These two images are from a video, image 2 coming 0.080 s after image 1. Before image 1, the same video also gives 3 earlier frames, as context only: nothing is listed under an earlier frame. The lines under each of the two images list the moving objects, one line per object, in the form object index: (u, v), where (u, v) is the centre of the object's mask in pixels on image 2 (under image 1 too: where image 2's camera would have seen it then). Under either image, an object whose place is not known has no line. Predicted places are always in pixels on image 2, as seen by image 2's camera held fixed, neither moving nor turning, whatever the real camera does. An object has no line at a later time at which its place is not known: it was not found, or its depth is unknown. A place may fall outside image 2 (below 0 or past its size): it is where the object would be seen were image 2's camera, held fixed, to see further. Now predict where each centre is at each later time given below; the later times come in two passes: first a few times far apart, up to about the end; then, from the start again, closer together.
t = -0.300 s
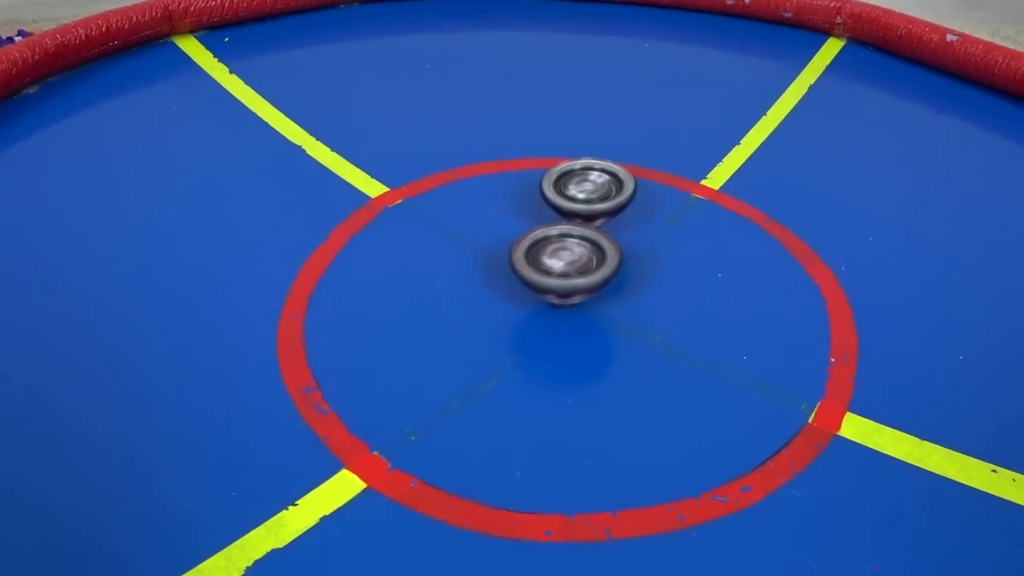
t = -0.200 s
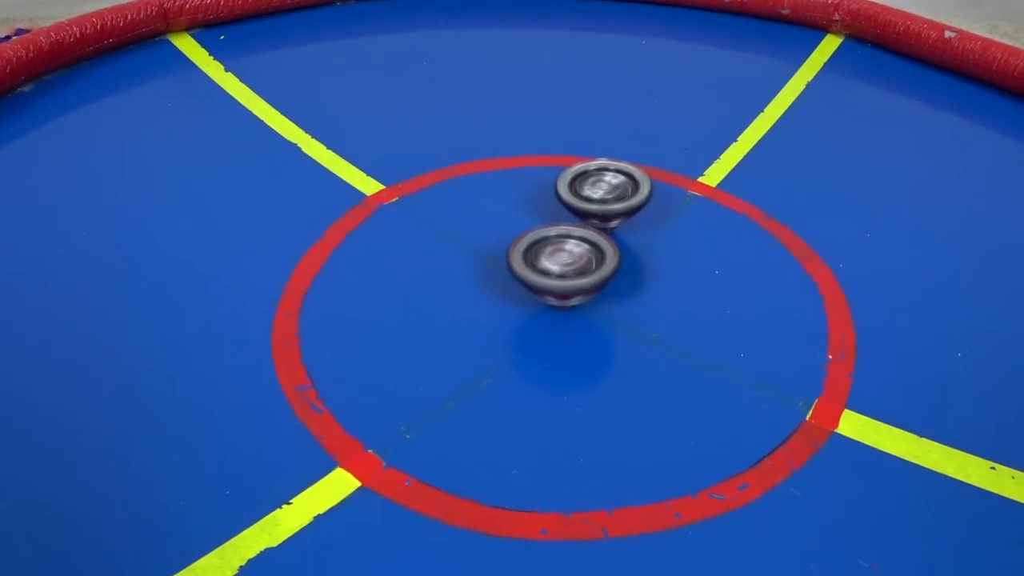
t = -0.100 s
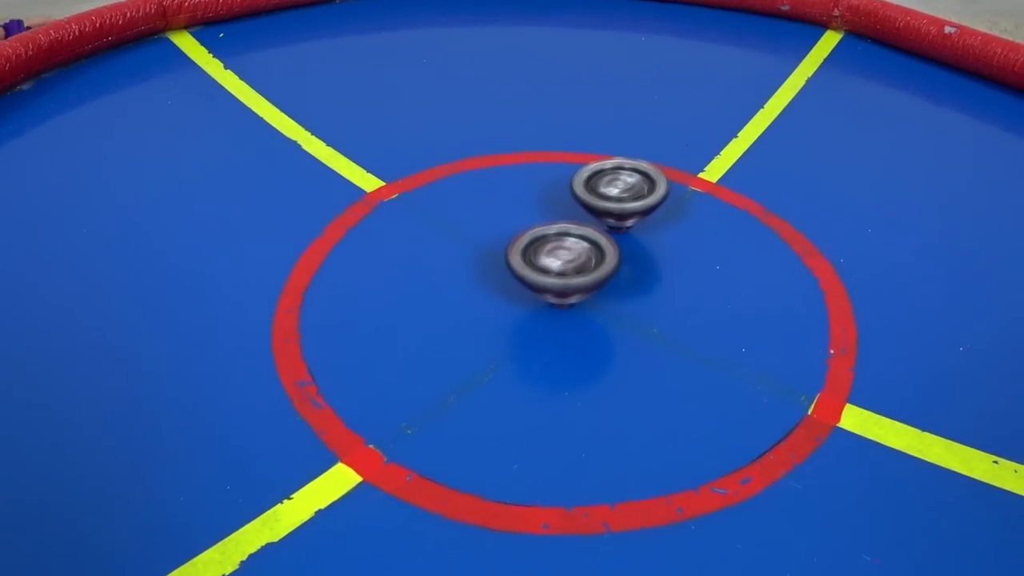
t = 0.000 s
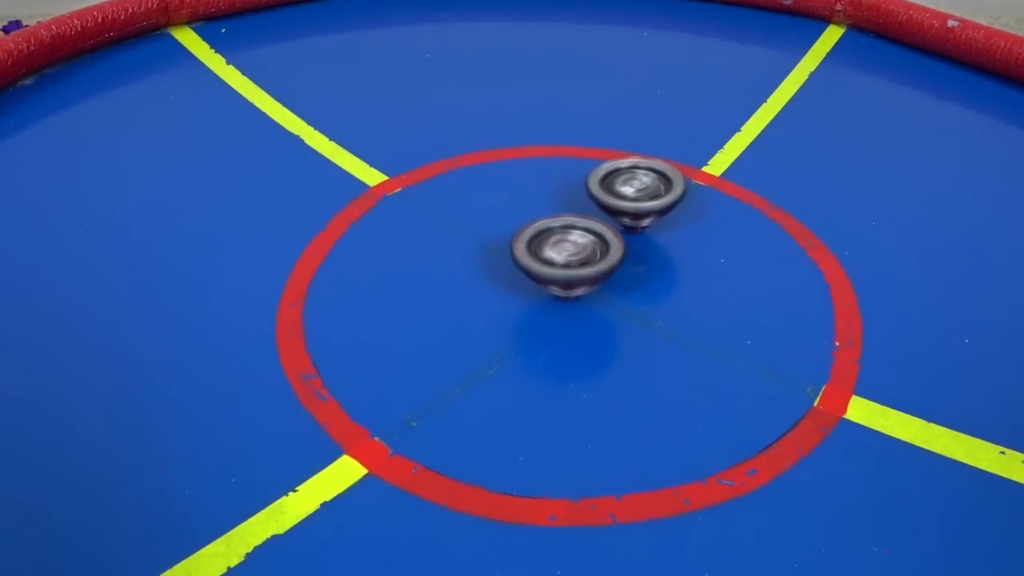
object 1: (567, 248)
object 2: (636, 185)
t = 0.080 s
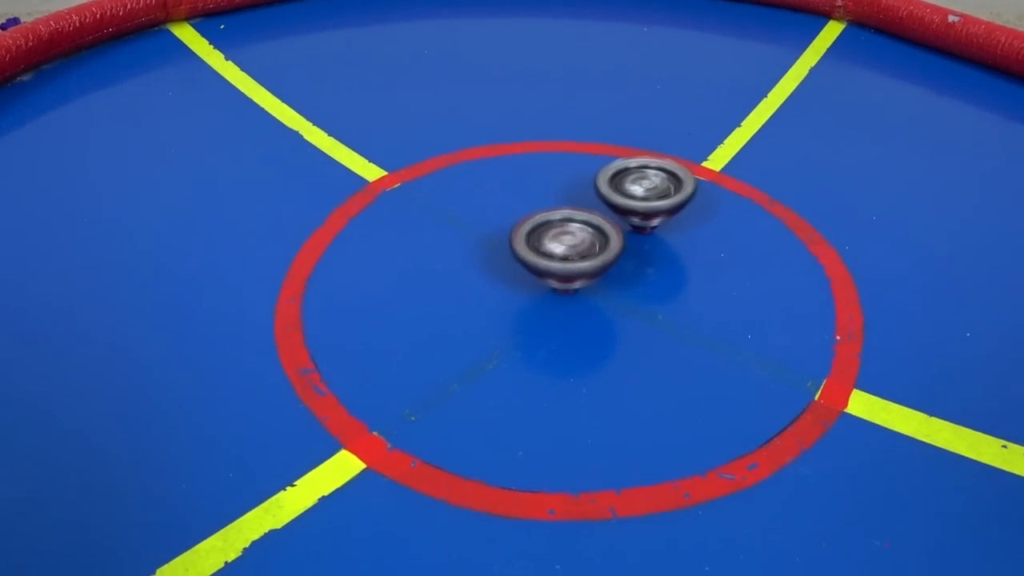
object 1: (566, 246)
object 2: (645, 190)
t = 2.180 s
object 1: (468, 244)
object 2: (590, 205)
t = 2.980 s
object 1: (502, 251)
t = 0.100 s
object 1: (565, 246)
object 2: (647, 191)
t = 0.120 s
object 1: (564, 246)
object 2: (649, 192)
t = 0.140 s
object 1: (564, 245)
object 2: (651, 194)
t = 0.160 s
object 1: (563, 245)
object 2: (652, 195)
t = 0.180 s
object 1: (563, 246)
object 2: (653, 196)
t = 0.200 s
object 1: (563, 246)
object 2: (655, 198)
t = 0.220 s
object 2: (655, 199)
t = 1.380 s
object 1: (473, 251)
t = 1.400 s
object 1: (473, 250)
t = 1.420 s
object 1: (472, 249)
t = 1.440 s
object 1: (469, 248)
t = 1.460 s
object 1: (466, 248)
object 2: (570, 212)
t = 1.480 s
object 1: (463, 248)
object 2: (570, 211)
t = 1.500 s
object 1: (460, 248)
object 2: (569, 210)
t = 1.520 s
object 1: (459, 248)
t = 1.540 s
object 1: (457, 248)
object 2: (568, 208)
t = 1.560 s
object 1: (457, 248)
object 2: (567, 208)
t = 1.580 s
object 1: (456, 249)
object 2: (566, 207)
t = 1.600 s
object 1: (457, 249)
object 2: (565, 207)
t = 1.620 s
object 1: (457, 250)
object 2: (564, 207)
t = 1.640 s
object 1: (458, 251)
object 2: (564, 207)
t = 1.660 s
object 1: (459, 251)
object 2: (563, 207)
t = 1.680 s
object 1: (461, 252)
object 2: (563, 207)
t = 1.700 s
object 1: (462, 253)
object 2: (563, 207)
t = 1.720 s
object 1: (464, 253)
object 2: (563, 207)
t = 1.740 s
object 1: (467, 254)
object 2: (563, 207)
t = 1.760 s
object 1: (469, 254)
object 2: (564, 207)
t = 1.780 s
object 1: (471, 253)
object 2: (564, 207)
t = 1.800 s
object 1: (474, 252)
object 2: (565, 208)
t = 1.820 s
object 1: (475, 251)
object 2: (565, 208)
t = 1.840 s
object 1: (477, 249)
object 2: (565, 209)
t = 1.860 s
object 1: (476, 248)
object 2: (568, 210)
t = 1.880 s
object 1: (473, 248)
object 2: (571, 210)
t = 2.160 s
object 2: (589, 205)
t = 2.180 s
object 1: (468, 244)
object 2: (590, 205)
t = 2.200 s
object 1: (469, 243)
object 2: (591, 204)
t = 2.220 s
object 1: (471, 243)
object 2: (592, 203)
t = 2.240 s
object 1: (472, 242)
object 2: (593, 202)
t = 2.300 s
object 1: (477, 240)
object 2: (595, 200)
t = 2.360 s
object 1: (483, 238)
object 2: (597, 198)
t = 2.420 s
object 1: (488, 236)
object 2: (600, 197)
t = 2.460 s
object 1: (492, 236)
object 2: (601, 196)
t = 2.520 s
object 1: (498, 234)
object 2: (603, 195)
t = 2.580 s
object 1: (504, 232)
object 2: (604, 195)
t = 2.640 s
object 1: (511, 231)
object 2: (606, 194)
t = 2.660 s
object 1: (513, 231)
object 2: (606, 194)
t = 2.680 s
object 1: (516, 231)
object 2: (605, 194)
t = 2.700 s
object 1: (518, 230)
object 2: (606, 194)
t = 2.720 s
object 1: (520, 230)
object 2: (607, 194)
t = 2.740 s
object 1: (521, 230)
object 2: (608, 194)
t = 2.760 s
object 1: (516, 232)
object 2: (614, 193)
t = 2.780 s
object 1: (512, 234)
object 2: (620, 191)
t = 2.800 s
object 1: (509, 236)
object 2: (626, 190)
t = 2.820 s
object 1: (506, 239)
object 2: (630, 189)
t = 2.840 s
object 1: (504, 241)
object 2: (634, 188)
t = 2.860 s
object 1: (503, 243)
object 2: (637, 187)
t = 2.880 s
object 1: (502, 245)
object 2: (640, 186)
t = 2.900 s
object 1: (502, 246)
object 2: (642, 186)
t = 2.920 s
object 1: (503, 248)
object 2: (645, 185)
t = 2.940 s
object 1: (502, 249)
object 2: (647, 185)
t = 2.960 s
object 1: (502, 250)
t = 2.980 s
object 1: (502, 251)
